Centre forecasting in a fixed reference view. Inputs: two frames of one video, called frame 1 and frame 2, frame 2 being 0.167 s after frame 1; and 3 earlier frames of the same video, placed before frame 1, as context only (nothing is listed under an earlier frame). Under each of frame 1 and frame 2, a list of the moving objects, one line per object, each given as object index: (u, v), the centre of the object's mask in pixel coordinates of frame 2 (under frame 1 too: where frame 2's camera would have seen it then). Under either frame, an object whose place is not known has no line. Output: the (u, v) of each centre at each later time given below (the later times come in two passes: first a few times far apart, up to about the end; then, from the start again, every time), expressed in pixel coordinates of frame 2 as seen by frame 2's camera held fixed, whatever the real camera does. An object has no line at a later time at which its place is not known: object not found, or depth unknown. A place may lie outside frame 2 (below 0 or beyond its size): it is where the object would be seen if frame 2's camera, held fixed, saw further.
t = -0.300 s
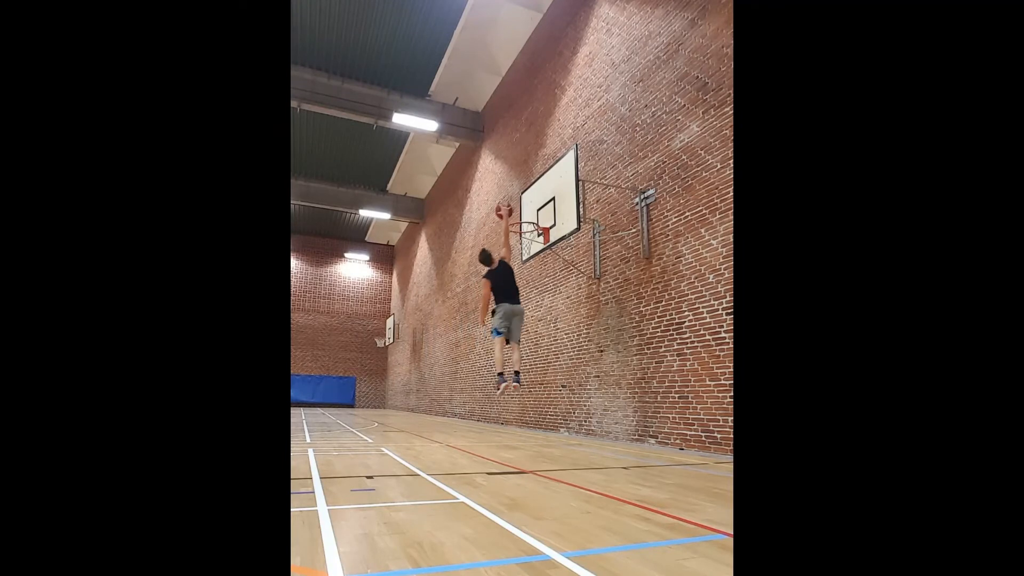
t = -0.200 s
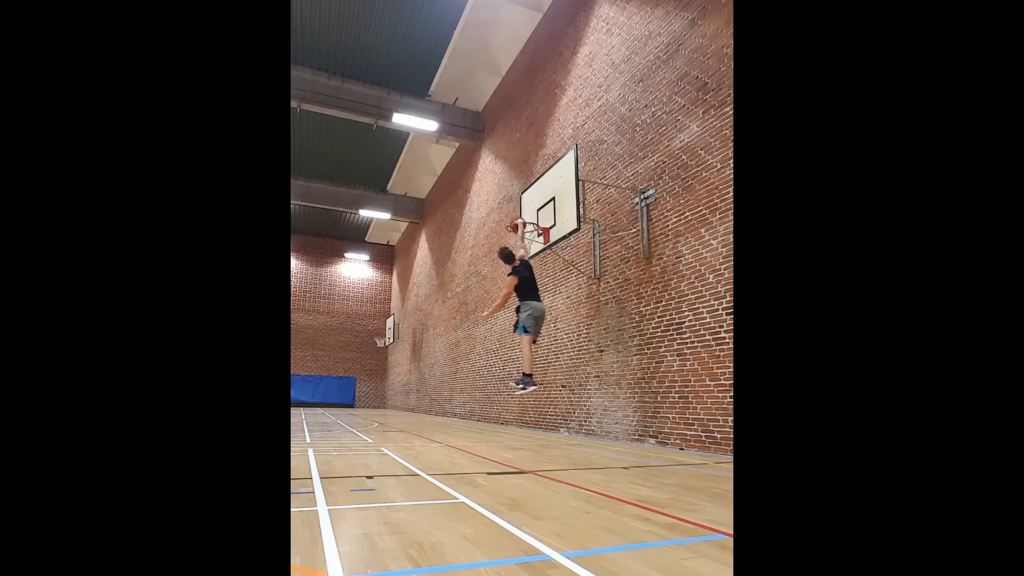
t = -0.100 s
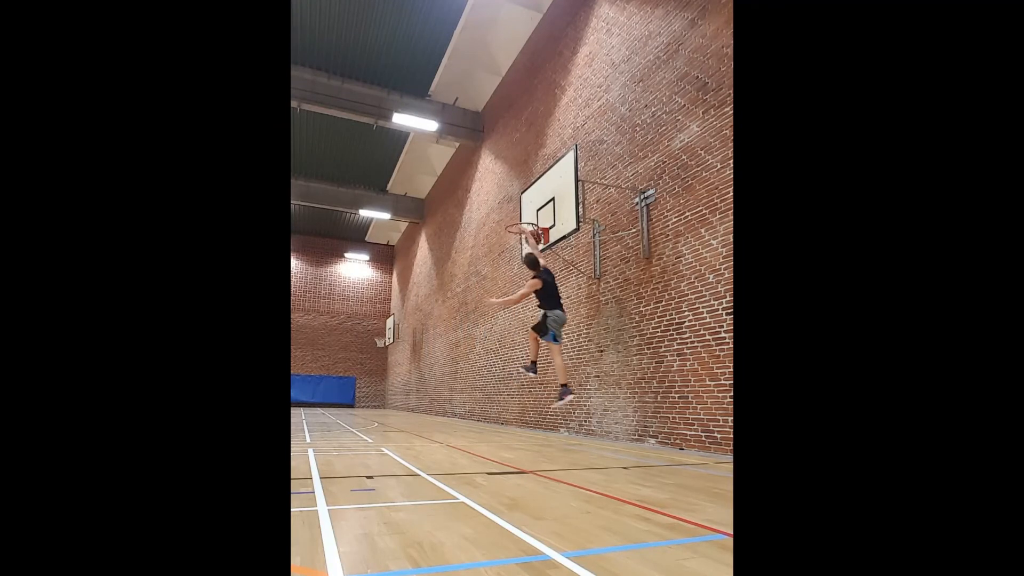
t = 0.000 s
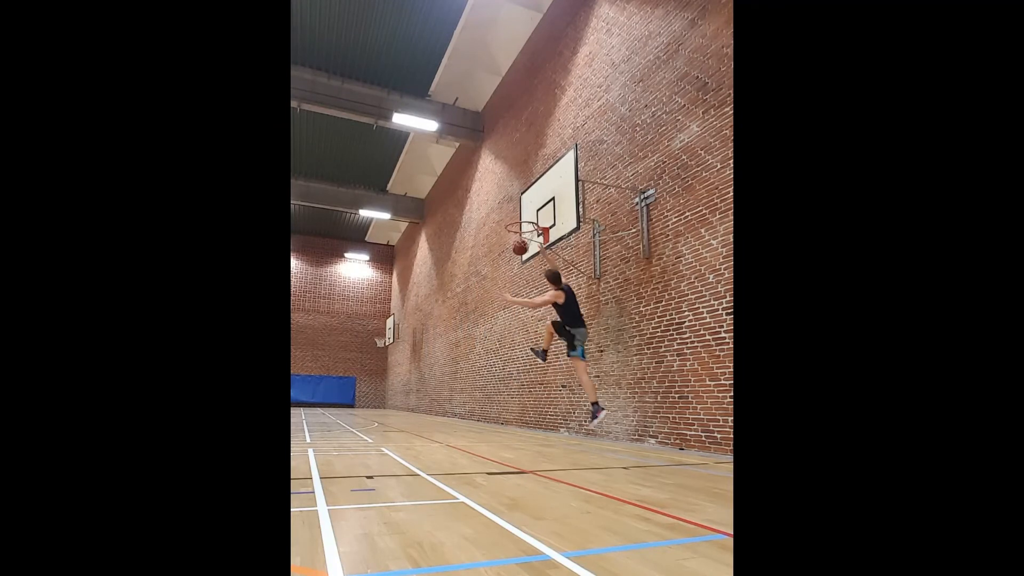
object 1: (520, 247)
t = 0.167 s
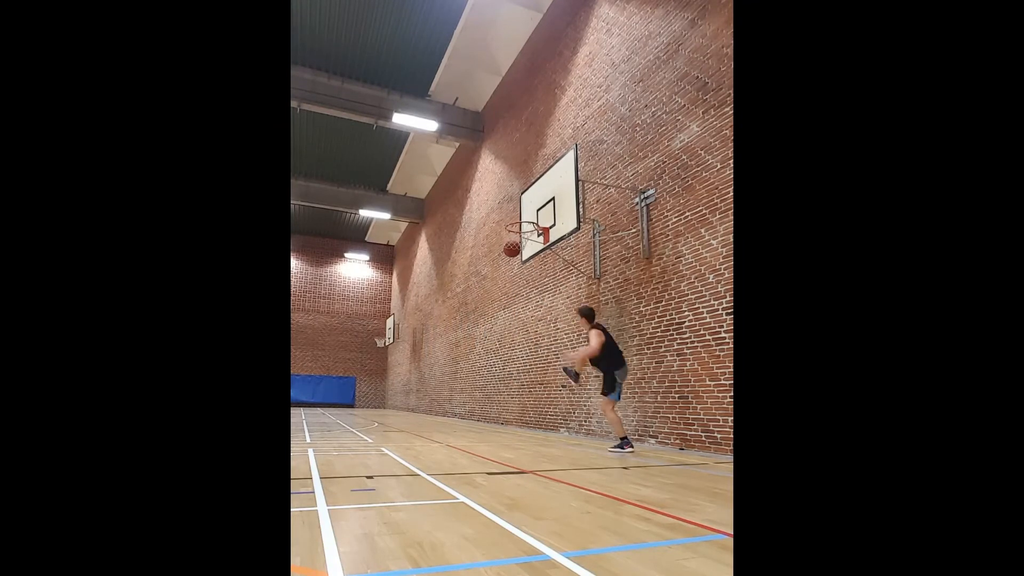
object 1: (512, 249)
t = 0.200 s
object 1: (511, 249)
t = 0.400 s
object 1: (507, 272)
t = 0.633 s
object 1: (502, 334)
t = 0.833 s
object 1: (496, 427)
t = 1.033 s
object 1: (503, 371)
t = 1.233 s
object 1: (510, 325)
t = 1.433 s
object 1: (517, 310)
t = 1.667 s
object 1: (525, 332)
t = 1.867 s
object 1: (531, 387)
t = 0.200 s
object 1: (511, 249)
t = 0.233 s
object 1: (510, 252)
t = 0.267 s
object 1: (510, 254)
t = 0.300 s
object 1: (509, 257)
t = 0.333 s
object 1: (509, 261)
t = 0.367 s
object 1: (508, 266)
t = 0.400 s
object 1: (507, 272)
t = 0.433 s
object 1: (507, 278)
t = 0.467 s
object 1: (506, 285)
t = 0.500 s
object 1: (505, 293)
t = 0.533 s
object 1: (504, 302)
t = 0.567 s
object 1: (504, 312)
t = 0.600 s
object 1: (503, 323)
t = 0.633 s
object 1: (502, 334)
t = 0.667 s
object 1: (501, 348)
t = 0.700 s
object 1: (500, 362)
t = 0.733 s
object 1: (499, 376)
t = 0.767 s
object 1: (498, 392)
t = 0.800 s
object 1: (497, 409)
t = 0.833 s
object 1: (496, 427)
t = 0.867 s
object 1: (497, 432)
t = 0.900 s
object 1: (498, 419)
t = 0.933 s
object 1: (499, 406)
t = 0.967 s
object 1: (501, 393)
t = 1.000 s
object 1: (502, 382)
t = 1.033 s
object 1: (503, 371)
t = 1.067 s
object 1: (504, 361)
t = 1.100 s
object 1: (505, 352)
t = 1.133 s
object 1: (507, 344)
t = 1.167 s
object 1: (508, 337)
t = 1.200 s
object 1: (509, 331)
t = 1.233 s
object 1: (510, 325)
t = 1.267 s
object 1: (511, 321)
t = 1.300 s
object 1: (512, 317)
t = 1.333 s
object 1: (514, 314)
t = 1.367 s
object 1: (515, 312)
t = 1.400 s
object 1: (516, 311)
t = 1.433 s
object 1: (517, 310)
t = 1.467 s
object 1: (518, 311)
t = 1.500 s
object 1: (519, 312)
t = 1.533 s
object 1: (520, 314)
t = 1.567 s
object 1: (521, 317)
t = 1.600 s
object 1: (523, 322)
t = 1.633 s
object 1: (524, 326)
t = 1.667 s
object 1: (525, 332)
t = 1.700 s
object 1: (526, 339)
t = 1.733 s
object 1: (527, 347)
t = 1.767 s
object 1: (528, 356)
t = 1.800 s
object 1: (529, 365)
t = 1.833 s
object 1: (530, 376)
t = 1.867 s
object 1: (531, 387)
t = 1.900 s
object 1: (532, 400)
